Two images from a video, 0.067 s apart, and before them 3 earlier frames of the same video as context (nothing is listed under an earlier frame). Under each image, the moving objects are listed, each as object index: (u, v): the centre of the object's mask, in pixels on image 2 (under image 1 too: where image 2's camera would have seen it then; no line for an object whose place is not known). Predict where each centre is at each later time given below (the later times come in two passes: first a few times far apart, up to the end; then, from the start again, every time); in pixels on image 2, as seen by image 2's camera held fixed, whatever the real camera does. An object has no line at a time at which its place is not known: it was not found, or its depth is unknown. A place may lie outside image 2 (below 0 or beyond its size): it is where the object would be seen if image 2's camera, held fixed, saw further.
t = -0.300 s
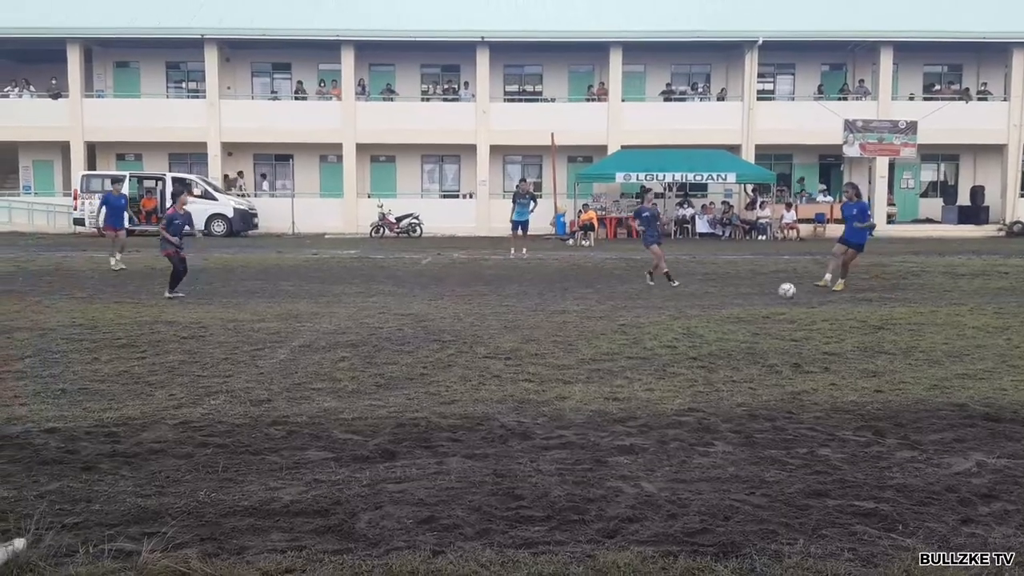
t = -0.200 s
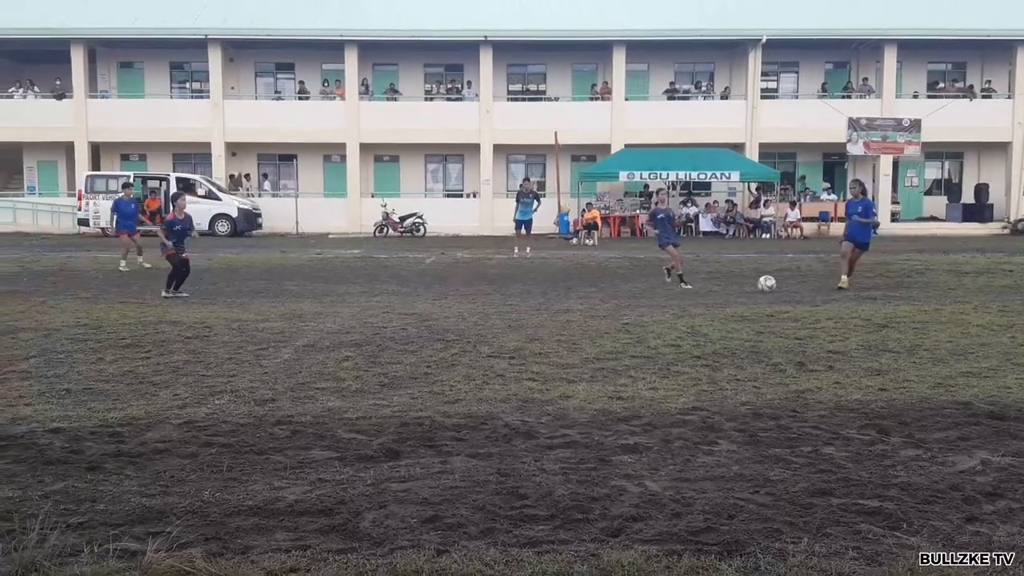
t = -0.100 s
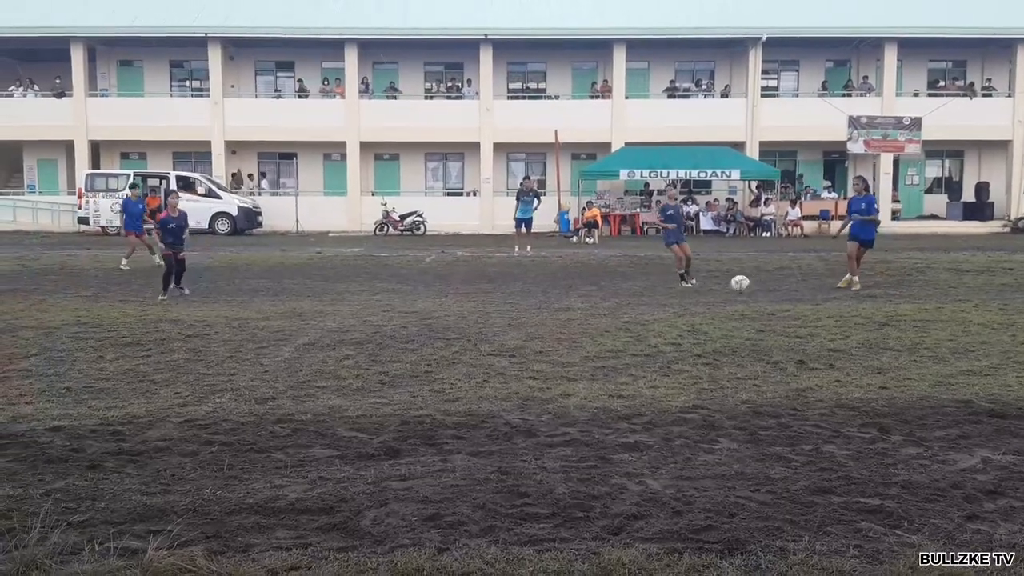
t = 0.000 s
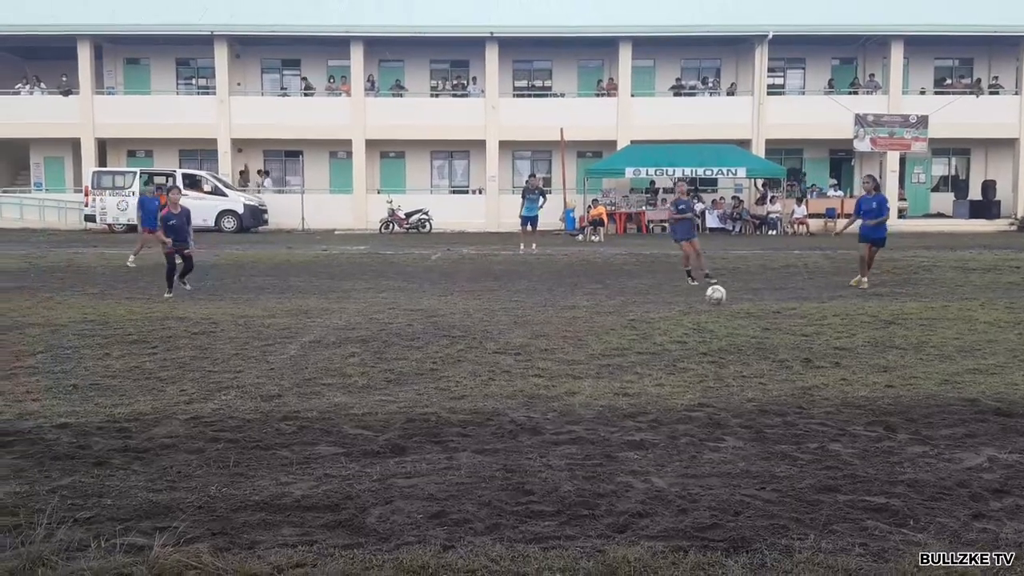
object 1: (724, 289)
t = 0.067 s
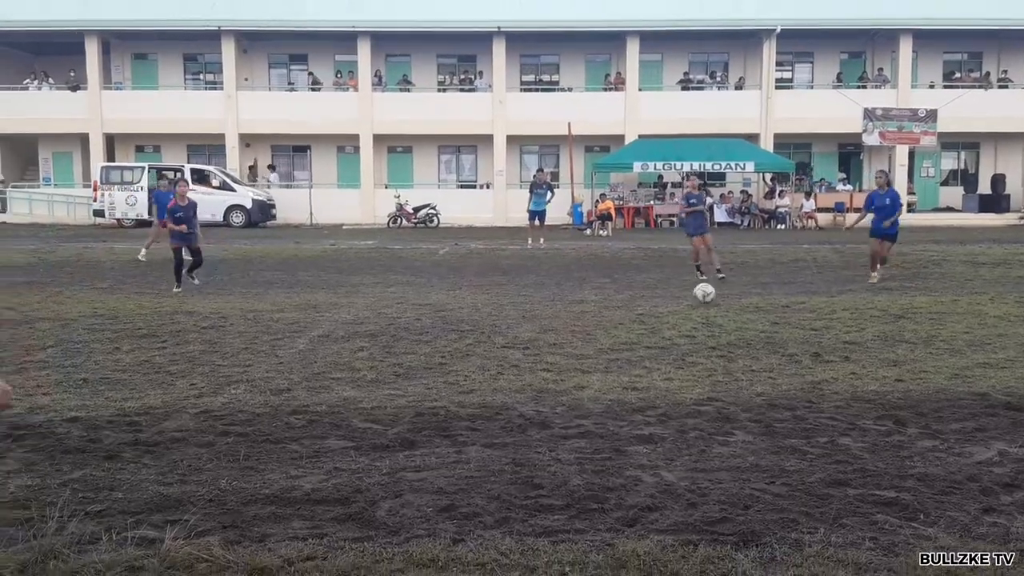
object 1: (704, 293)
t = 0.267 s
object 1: (639, 303)
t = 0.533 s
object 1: (546, 329)
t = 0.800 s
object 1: (433, 352)
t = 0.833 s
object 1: (417, 356)
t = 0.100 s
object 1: (694, 291)
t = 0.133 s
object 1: (684, 291)
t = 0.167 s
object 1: (674, 292)
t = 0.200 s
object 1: (662, 295)
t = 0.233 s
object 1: (651, 298)
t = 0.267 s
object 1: (639, 303)
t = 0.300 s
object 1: (628, 311)
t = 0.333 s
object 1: (616, 315)
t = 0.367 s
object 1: (605, 316)
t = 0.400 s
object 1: (594, 319)
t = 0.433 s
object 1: (582, 323)
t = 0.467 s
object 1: (570, 328)
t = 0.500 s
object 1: (558, 329)
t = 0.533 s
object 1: (546, 329)
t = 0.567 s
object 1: (532, 331)
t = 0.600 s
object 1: (520, 333)
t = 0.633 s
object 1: (505, 339)
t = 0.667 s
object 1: (491, 345)
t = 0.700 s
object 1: (477, 347)
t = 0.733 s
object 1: (463, 347)
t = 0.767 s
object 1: (448, 348)
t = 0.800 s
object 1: (433, 352)
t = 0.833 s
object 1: (417, 356)
